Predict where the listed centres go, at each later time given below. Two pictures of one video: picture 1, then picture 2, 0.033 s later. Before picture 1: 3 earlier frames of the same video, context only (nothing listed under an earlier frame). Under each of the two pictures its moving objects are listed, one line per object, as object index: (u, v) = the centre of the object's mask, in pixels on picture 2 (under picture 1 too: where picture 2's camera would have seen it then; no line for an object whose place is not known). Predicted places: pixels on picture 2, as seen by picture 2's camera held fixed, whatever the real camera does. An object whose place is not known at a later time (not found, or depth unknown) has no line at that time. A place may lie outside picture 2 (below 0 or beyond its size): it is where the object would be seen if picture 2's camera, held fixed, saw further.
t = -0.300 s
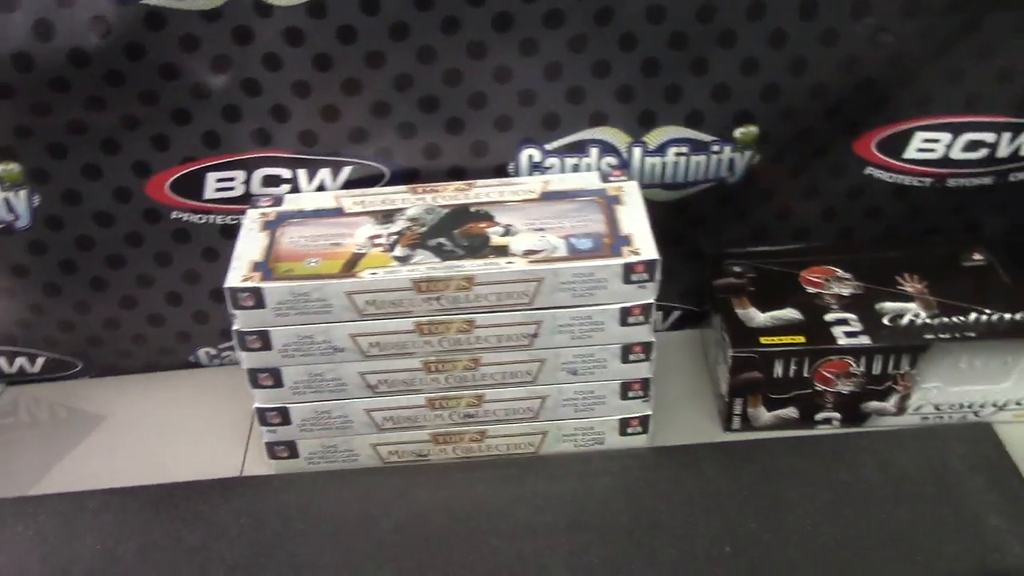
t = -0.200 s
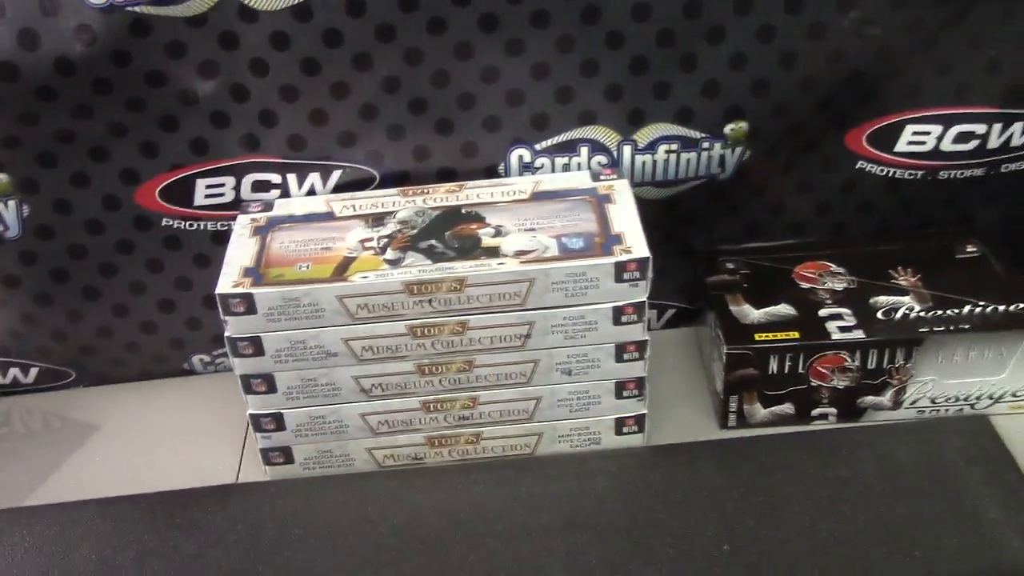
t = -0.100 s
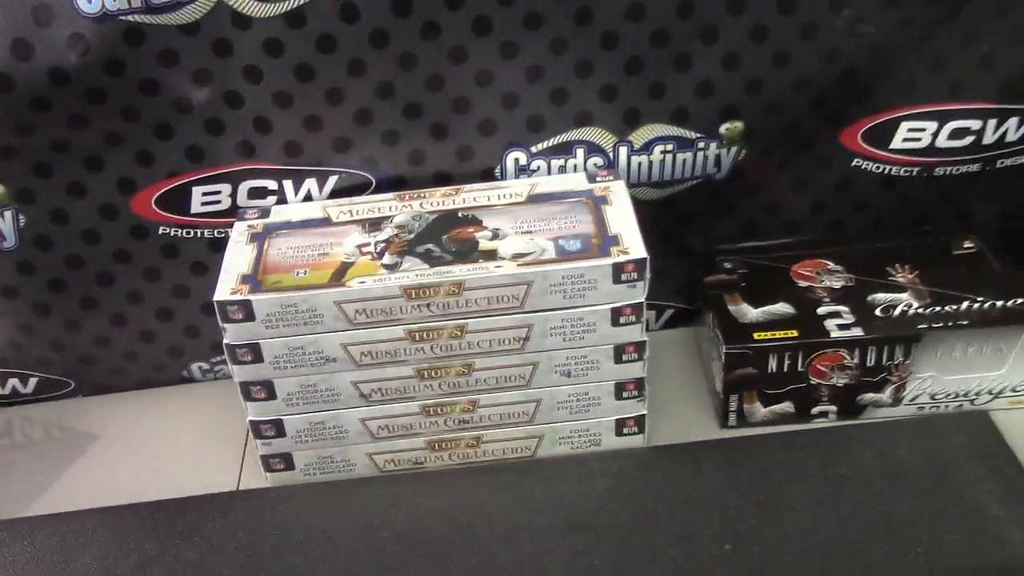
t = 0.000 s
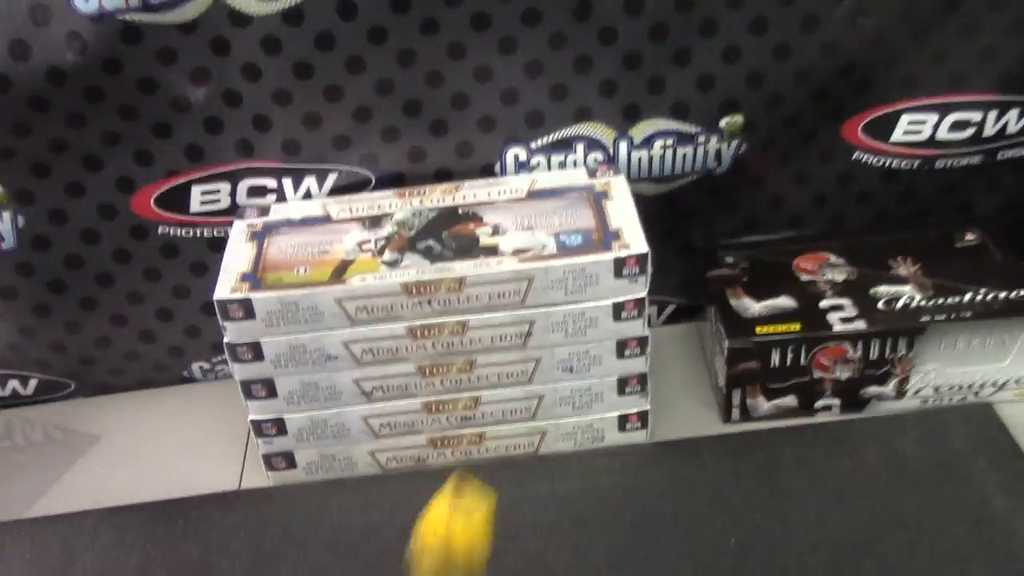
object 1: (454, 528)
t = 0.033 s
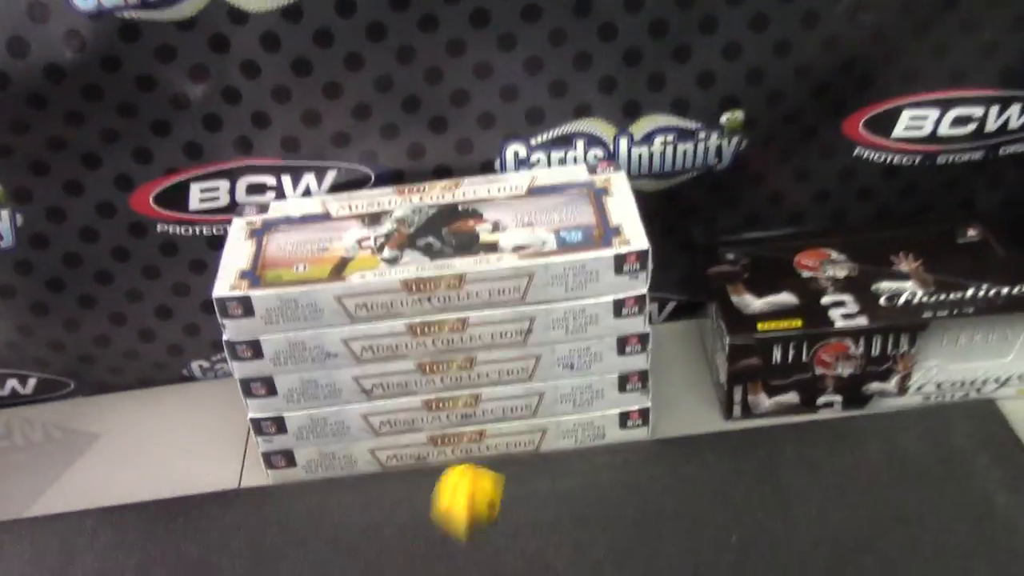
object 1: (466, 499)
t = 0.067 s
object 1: (480, 492)
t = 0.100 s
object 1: (490, 505)
